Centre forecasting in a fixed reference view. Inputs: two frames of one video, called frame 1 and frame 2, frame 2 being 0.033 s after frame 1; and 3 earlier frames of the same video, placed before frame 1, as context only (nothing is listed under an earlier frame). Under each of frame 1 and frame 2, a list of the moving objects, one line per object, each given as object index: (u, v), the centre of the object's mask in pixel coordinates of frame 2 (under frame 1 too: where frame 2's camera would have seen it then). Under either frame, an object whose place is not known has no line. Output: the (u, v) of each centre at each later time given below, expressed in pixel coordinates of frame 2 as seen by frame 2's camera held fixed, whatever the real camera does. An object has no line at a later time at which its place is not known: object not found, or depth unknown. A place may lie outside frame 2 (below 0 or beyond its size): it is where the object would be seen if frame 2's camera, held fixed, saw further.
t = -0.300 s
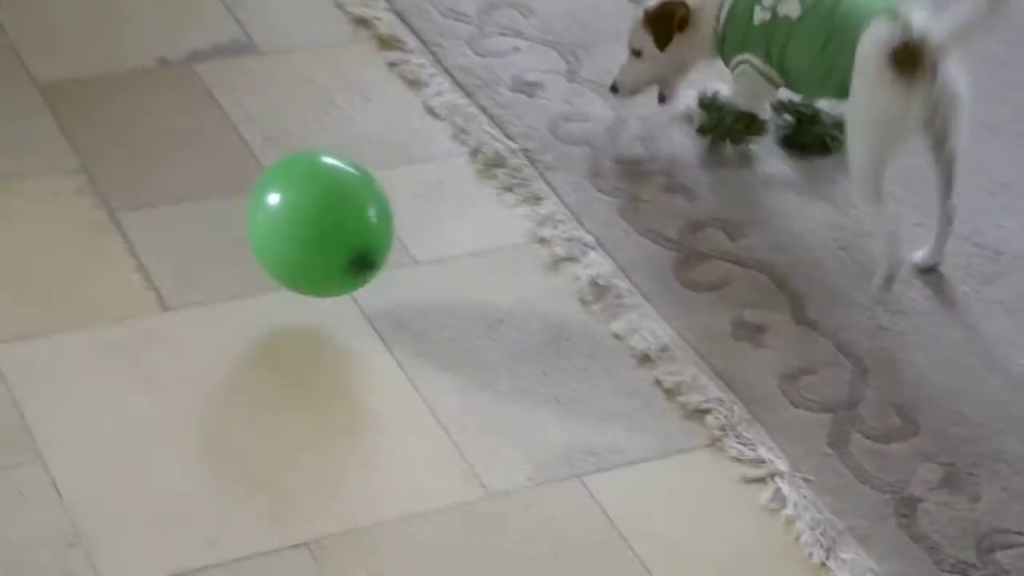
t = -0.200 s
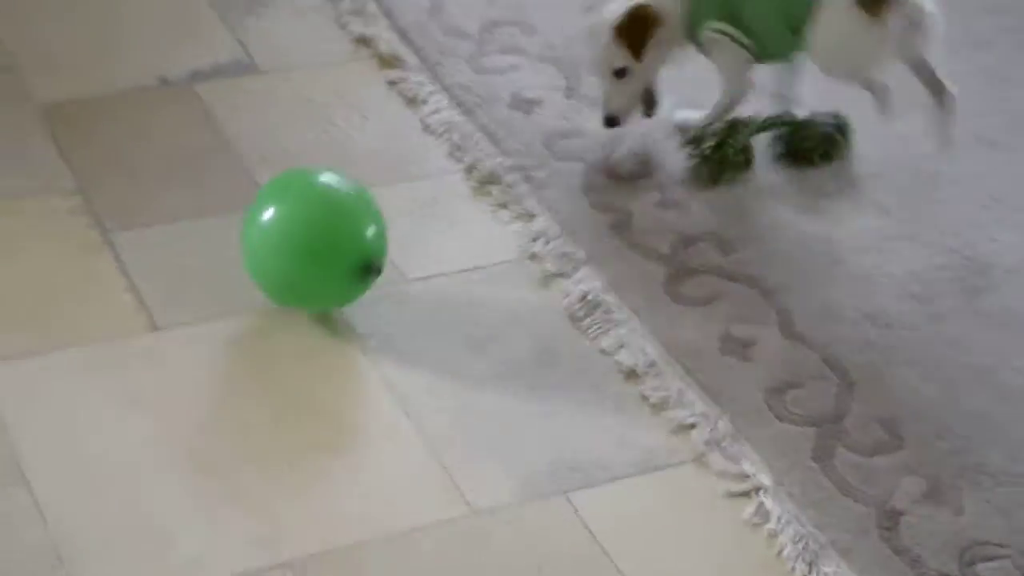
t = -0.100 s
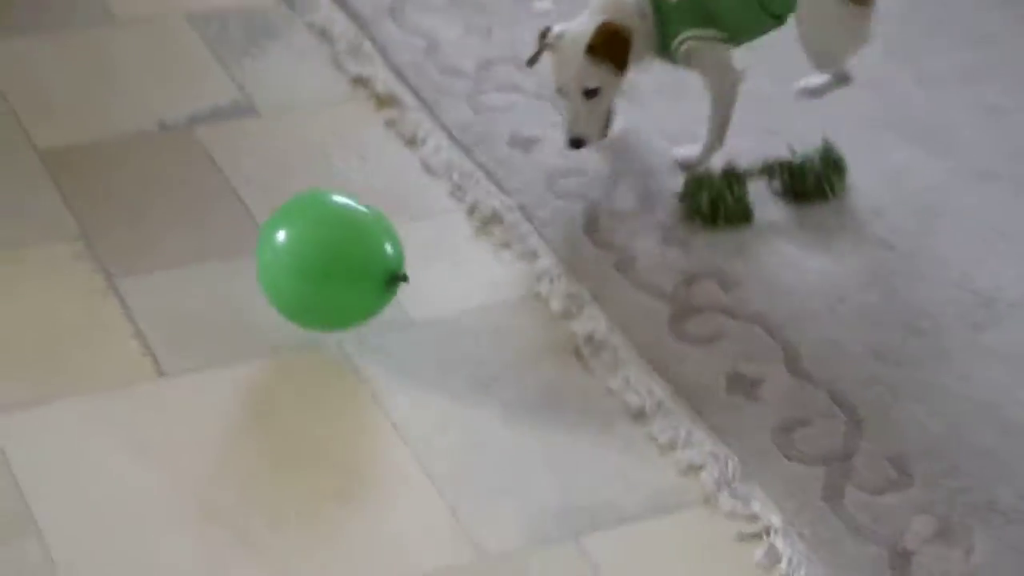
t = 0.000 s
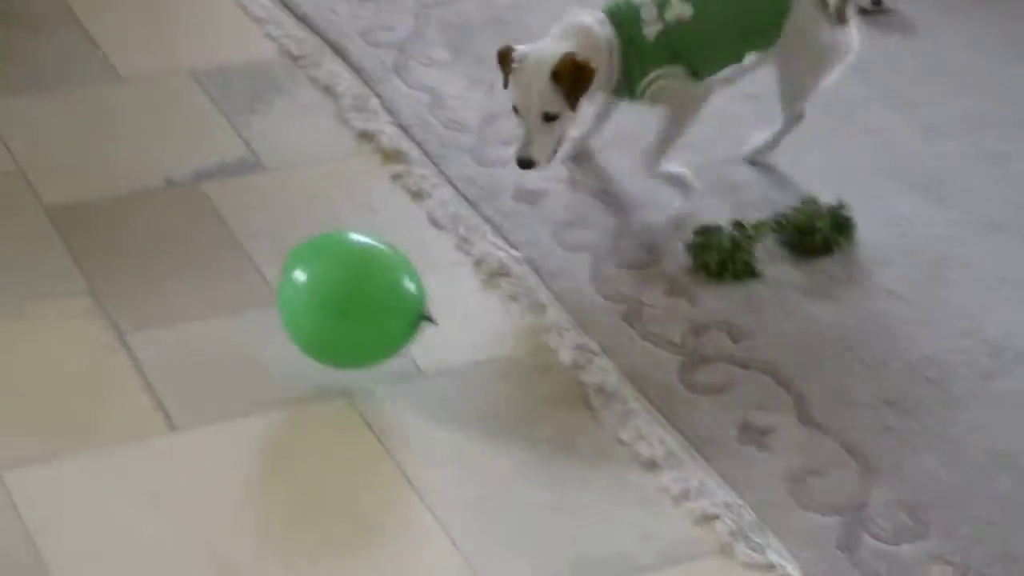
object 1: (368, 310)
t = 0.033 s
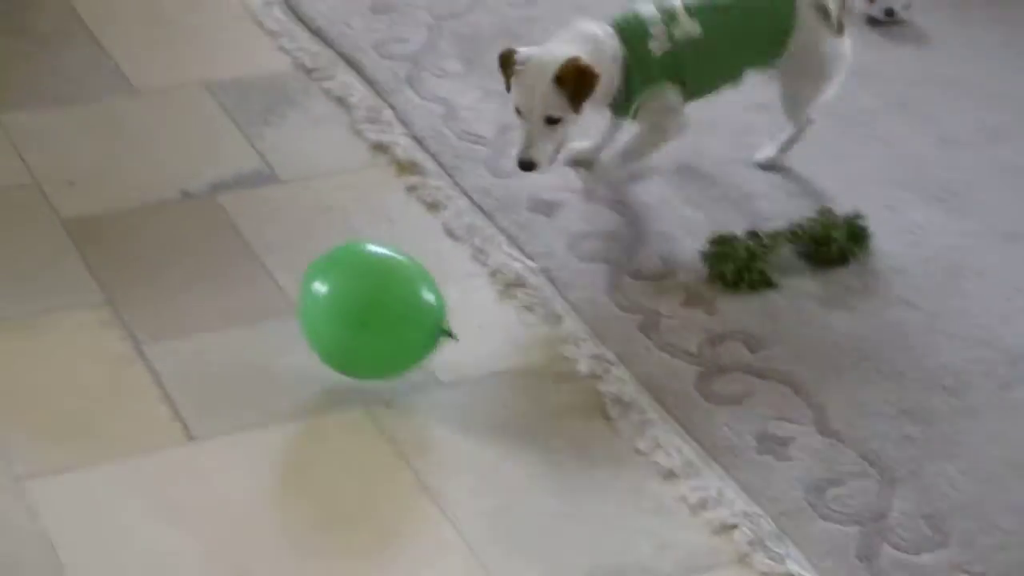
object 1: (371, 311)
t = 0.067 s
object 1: (376, 315)
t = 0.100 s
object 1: (382, 317)
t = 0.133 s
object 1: (388, 306)
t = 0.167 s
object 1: (395, 297)
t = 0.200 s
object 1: (401, 294)
